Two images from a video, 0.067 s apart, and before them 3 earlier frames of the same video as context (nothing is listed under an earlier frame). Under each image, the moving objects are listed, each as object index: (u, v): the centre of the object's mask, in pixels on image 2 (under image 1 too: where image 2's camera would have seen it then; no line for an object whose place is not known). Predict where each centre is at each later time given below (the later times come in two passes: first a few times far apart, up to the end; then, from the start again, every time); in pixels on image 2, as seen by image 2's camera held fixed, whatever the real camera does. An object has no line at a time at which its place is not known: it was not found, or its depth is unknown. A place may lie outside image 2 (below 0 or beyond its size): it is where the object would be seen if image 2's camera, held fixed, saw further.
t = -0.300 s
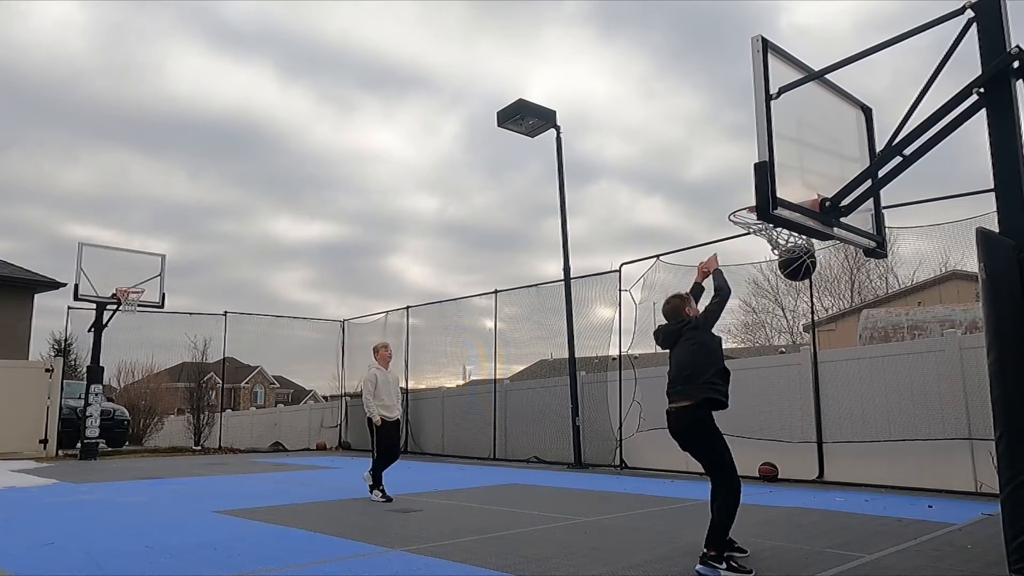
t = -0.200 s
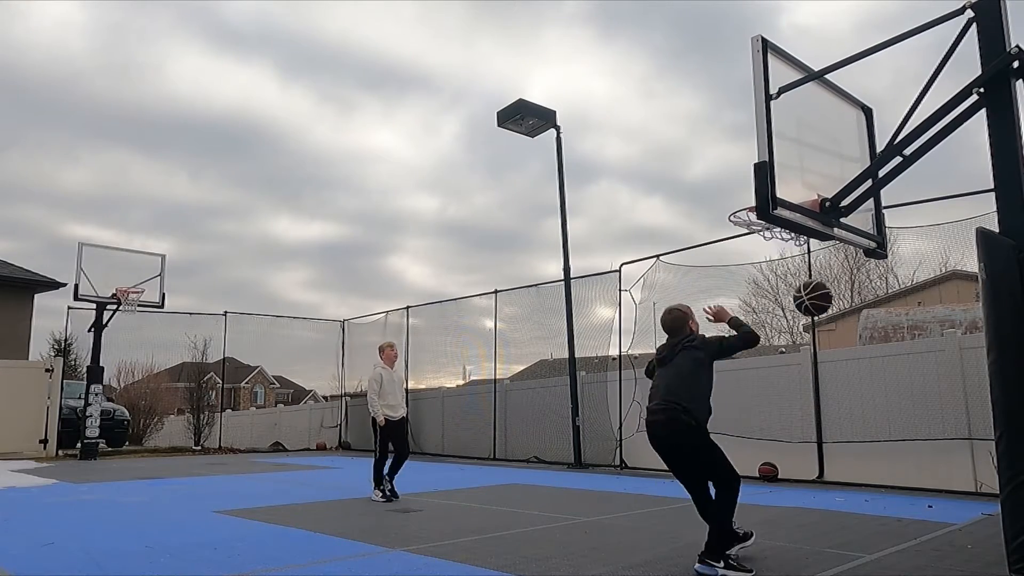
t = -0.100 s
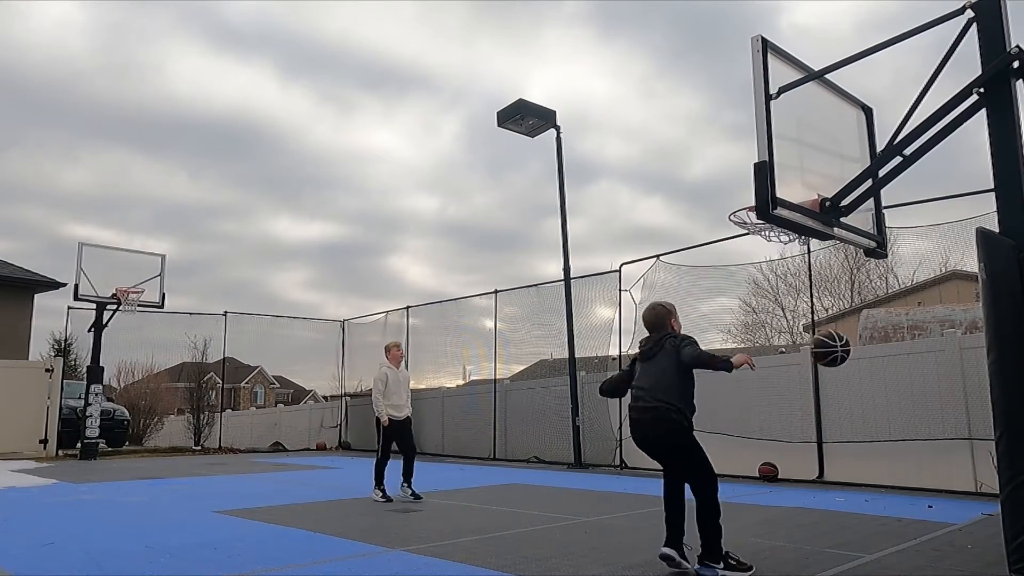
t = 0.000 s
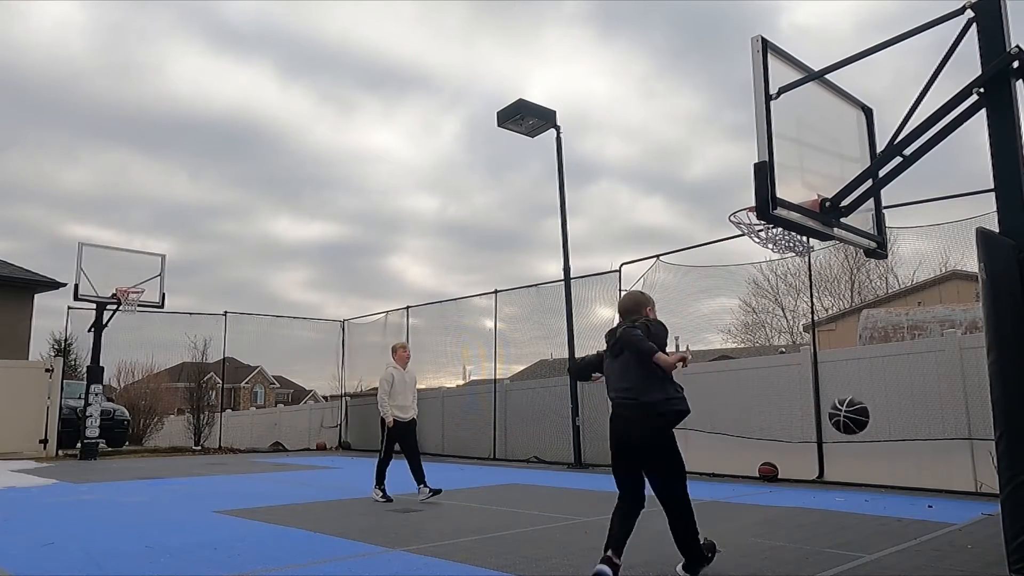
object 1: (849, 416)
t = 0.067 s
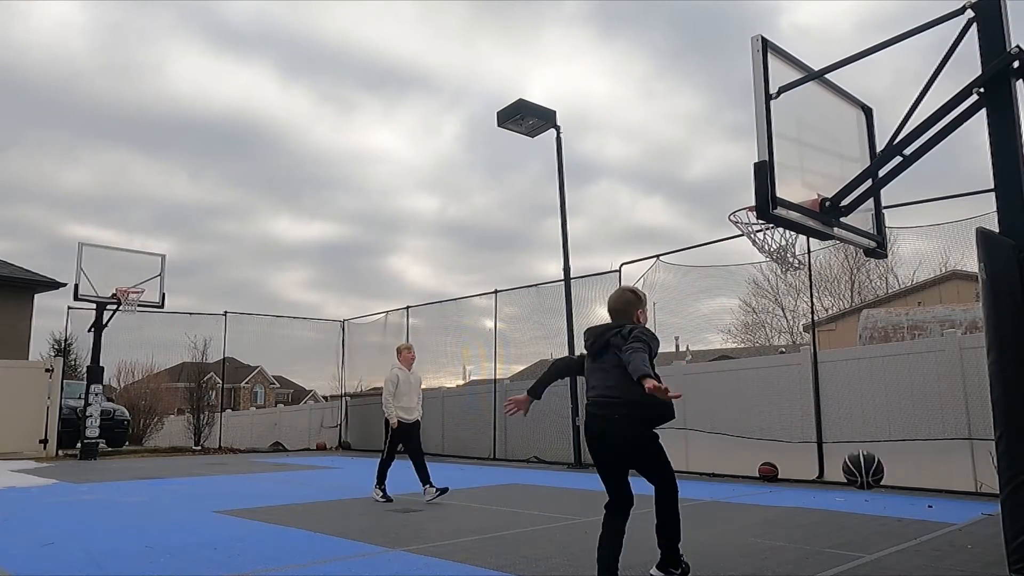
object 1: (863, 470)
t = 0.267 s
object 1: (853, 452)
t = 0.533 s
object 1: (812, 381)
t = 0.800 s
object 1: (781, 421)
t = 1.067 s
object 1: (757, 494)
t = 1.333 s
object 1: (736, 441)
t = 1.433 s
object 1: (730, 449)
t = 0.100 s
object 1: (871, 500)
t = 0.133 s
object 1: (878, 531)
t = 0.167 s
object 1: (871, 509)
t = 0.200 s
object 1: (865, 488)
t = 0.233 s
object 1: (859, 469)
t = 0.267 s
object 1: (853, 452)
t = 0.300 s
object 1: (847, 436)
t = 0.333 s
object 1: (842, 424)
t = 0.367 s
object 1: (836, 412)
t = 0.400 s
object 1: (831, 402)
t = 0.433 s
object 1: (826, 394)
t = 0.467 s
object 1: (821, 388)
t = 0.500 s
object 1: (816, 384)
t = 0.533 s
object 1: (812, 381)
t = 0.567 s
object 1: (808, 380)
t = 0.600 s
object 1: (803, 381)
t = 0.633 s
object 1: (799, 384)
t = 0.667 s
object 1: (795, 388)
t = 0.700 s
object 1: (791, 394)
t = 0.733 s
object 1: (788, 401)
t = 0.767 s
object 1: (784, 410)
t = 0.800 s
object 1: (781, 421)
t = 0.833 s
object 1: (778, 434)
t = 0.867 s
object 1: (775, 448)
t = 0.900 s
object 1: (772, 464)
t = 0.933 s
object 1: (769, 481)
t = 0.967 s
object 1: (766, 502)
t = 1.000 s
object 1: (764, 522)
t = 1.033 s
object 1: (760, 509)
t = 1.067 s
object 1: (757, 494)
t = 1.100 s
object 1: (754, 481)
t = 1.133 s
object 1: (751, 470)
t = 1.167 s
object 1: (748, 461)
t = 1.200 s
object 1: (746, 454)
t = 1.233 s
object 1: (743, 448)
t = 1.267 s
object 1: (741, 444)
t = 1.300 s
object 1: (739, 441)
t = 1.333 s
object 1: (736, 441)
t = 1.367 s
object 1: (734, 442)
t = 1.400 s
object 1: (732, 444)
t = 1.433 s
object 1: (730, 449)
